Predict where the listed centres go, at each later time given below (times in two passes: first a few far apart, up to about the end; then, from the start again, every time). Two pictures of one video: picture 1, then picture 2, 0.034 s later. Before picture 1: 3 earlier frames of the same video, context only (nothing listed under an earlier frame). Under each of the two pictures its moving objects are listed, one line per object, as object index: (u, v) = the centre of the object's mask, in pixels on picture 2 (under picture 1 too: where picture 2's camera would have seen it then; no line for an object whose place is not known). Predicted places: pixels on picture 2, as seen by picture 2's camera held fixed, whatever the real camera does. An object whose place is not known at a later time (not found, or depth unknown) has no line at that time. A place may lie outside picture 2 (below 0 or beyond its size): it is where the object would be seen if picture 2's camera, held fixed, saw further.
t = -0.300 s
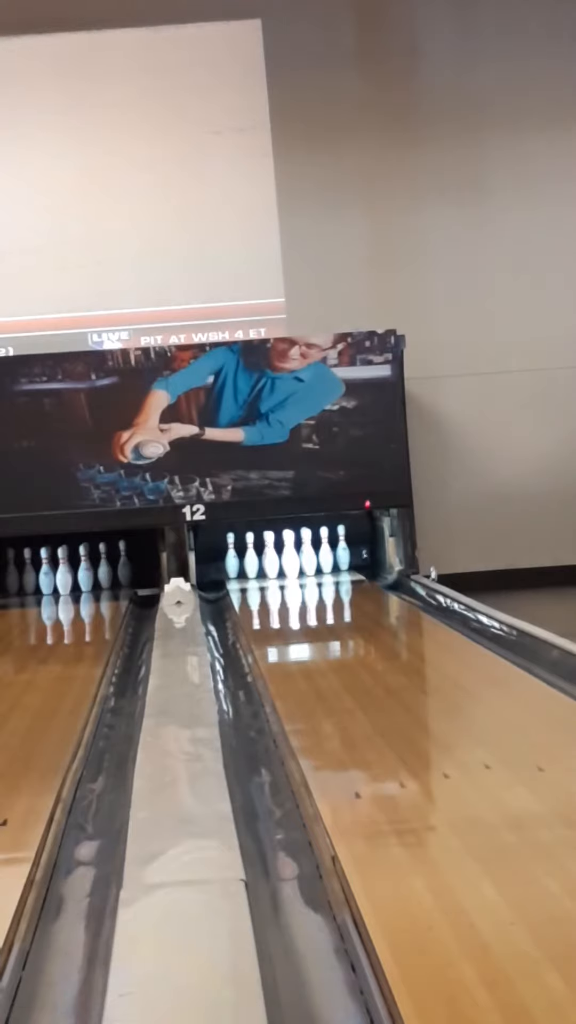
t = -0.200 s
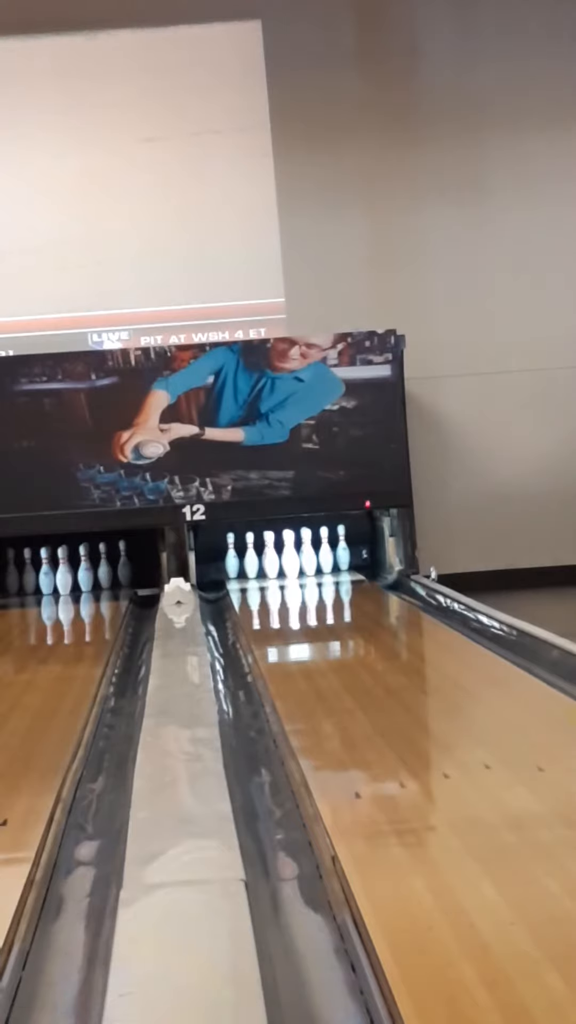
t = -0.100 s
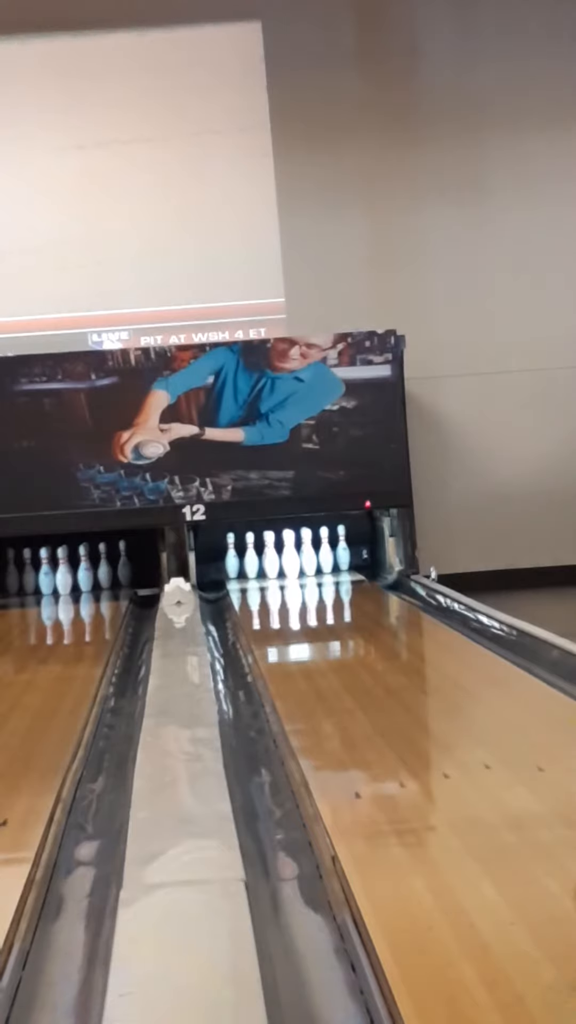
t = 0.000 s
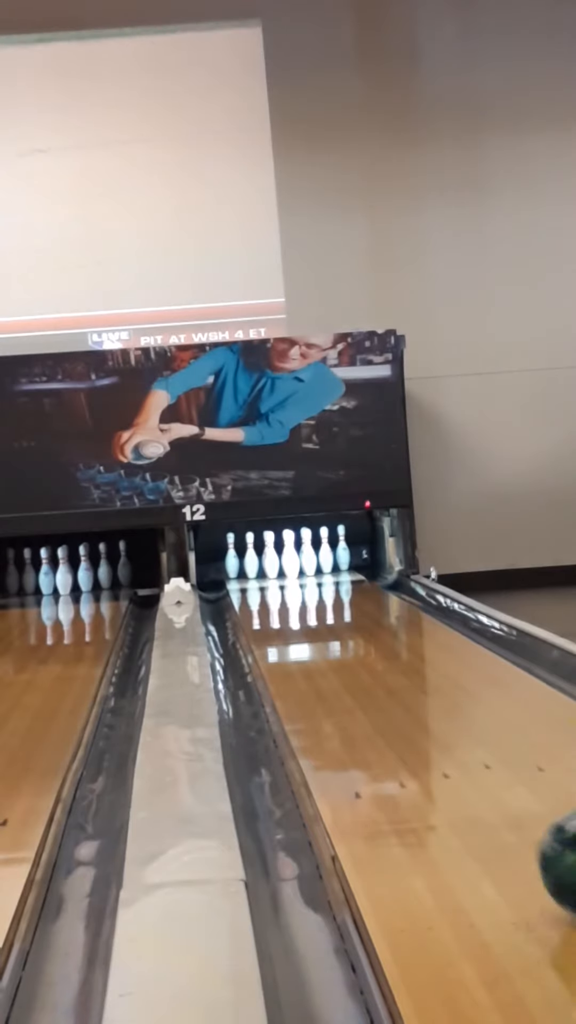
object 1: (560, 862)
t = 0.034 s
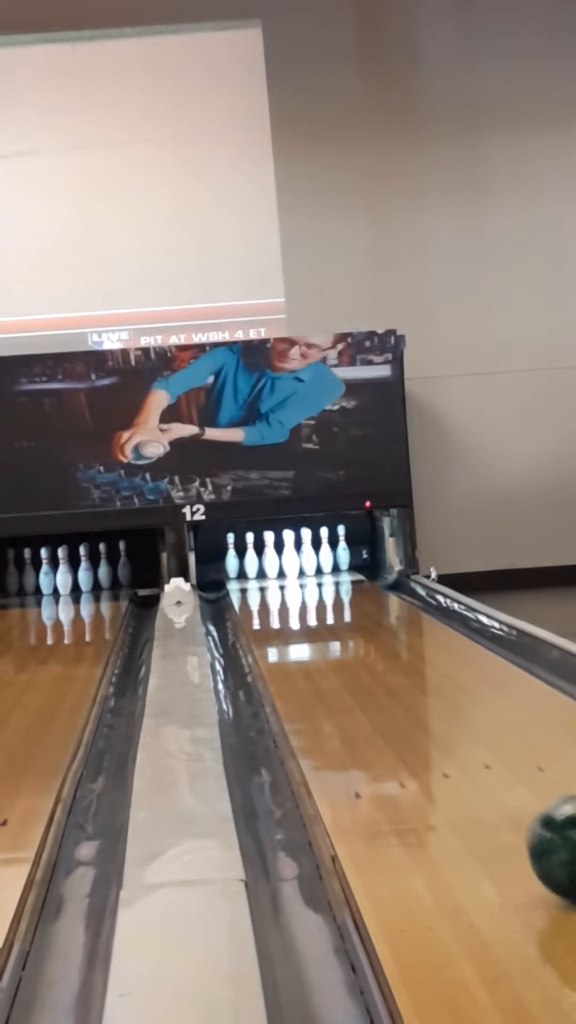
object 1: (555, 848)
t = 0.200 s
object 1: (527, 786)
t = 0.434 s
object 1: (478, 727)
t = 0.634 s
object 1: (448, 693)
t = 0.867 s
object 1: (422, 662)
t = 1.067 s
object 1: (405, 642)
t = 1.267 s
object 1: (390, 626)
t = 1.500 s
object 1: (377, 610)
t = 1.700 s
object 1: (367, 600)
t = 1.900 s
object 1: (358, 591)
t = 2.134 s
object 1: (351, 582)
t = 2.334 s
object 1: (346, 575)
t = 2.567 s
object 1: (339, 568)
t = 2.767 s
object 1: (334, 563)
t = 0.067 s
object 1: (551, 836)
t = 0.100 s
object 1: (546, 822)
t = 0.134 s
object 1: (540, 809)
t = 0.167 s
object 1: (535, 797)
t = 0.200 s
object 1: (527, 786)
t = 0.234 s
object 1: (519, 777)
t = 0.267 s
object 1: (511, 767)
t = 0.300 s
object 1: (504, 758)
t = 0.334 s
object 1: (497, 750)
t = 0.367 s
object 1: (490, 742)
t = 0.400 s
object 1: (484, 734)
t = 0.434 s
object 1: (478, 727)
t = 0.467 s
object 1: (472, 721)
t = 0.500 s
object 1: (467, 715)
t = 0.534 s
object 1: (462, 709)
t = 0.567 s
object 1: (457, 704)
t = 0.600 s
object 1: (452, 698)
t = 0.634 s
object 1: (448, 693)
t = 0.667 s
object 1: (444, 689)
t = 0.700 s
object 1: (440, 684)
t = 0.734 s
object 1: (436, 680)
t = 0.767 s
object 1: (432, 674)
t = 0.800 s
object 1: (428, 670)
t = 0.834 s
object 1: (425, 666)
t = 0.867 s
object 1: (422, 662)
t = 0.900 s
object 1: (418, 658)
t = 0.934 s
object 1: (415, 655)
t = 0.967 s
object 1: (412, 651)
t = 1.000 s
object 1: (410, 648)
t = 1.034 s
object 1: (407, 646)
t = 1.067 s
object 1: (405, 642)
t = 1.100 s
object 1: (401, 640)
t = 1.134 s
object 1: (399, 636)
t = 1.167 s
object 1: (397, 633)
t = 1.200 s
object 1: (395, 631)
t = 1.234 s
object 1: (393, 629)
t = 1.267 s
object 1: (390, 626)
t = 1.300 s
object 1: (388, 624)
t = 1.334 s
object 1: (387, 621)
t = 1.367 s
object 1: (384, 619)
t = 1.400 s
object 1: (384, 616)
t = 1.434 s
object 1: (381, 614)
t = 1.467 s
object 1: (379, 612)
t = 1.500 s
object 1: (377, 610)
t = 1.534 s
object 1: (376, 608)
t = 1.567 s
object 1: (374, 607)
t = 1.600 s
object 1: (373, 605)
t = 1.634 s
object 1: (372, 604)
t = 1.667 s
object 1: (370, 601)
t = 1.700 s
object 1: (367, 600)
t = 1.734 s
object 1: (366, 598)
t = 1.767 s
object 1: (365, 597)
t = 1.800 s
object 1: (362, 595)
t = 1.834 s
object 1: (361, 594)
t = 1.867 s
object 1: (359, 592)
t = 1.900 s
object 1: (358, 591)
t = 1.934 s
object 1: (356, 589)
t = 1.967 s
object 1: (355, 588)
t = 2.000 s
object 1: (353, 587)
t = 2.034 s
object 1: (350, 586)
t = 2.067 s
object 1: (352, 583)
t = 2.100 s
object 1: (352, 583)
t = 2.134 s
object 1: (351, 582)
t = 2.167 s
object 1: (351, 581)
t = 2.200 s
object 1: (349, 579)
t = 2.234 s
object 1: (348, 578)
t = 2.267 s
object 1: (347, 577)
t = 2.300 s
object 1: (347, 576)
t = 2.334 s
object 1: (346, 575)
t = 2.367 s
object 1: (344, 574)
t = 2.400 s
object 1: (343, 573)
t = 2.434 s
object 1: (342, 571)
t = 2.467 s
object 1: (341, 571)
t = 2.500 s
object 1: (340, 570)
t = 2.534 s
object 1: (339, 569)
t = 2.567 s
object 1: (339, 568)
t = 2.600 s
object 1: (338, 567)
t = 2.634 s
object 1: (337, 567)
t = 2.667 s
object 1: (336, 566)
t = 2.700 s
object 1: (335, 564)
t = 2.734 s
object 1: (335, 564)
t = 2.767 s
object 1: (334, 563)
